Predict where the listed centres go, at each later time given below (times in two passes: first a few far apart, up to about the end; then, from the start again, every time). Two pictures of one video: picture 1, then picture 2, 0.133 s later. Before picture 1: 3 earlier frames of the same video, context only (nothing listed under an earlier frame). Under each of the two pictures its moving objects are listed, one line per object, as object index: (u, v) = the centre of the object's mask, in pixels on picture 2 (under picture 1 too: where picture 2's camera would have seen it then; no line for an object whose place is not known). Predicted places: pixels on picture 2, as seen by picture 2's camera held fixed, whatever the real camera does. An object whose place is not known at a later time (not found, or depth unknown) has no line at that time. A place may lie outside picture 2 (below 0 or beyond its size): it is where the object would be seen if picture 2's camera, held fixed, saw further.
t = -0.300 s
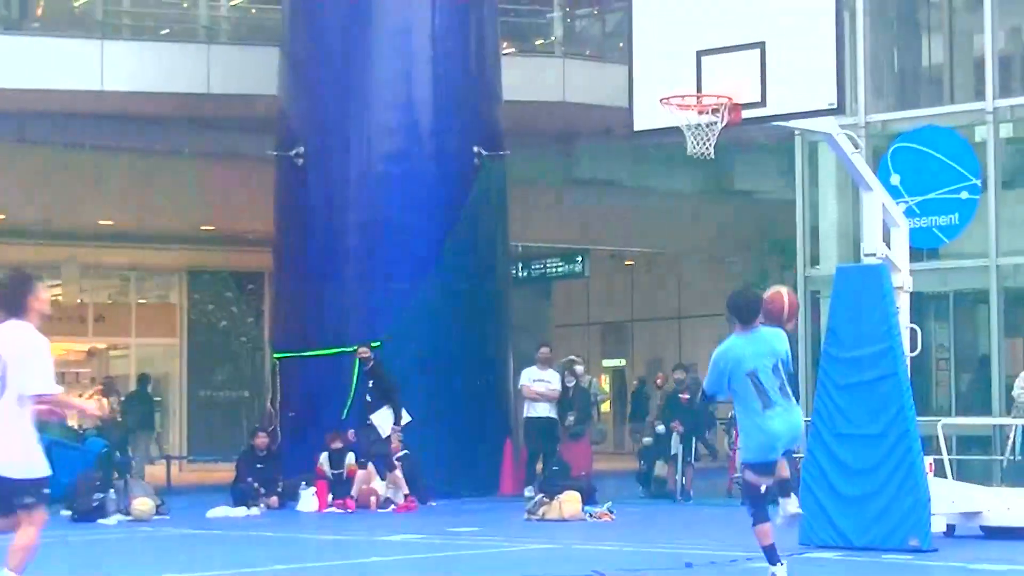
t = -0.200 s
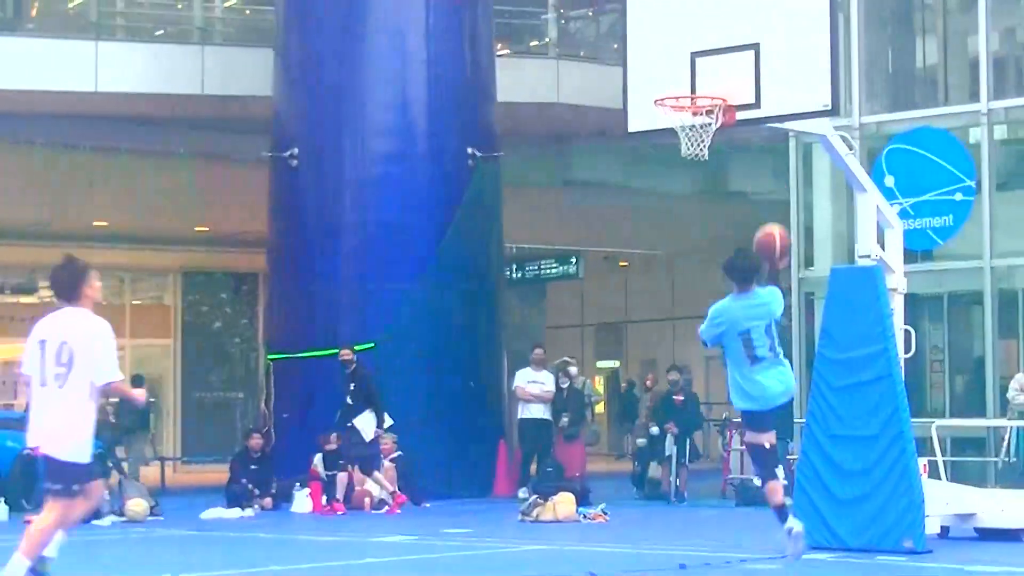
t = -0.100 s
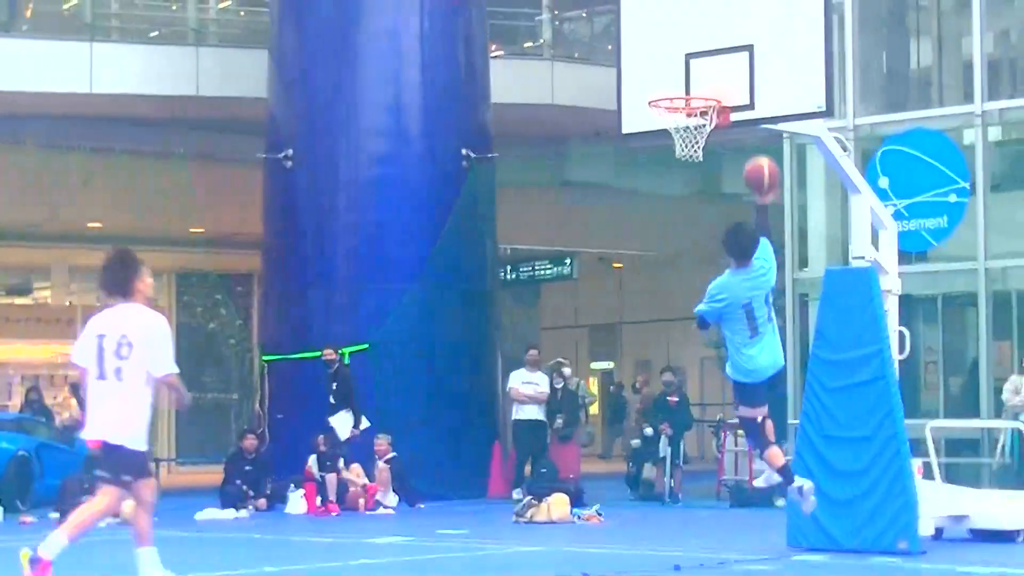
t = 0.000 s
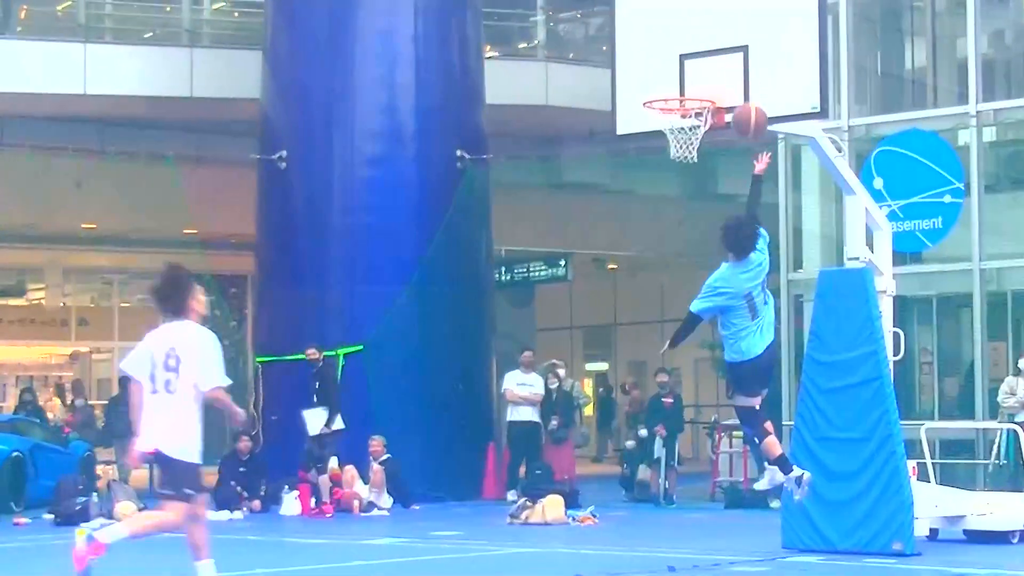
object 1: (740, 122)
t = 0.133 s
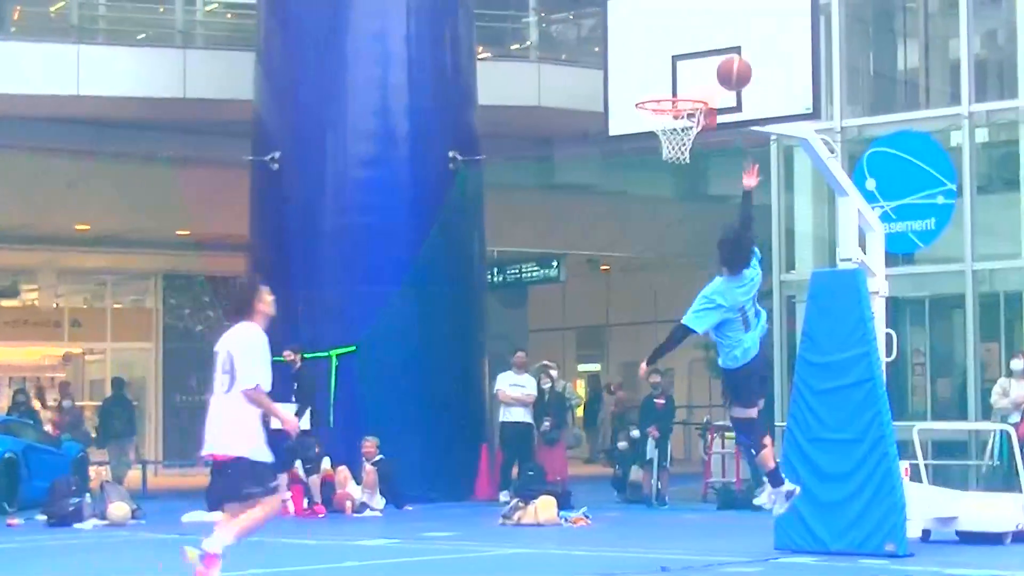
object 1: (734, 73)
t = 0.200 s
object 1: (731, 59)
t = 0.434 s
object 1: (693, 57)
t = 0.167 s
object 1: (732, 65)
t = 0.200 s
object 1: (731, 59)
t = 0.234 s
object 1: (729, 55)
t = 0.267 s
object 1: (725, 51)
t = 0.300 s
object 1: (719, 49)
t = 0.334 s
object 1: (712, 49)
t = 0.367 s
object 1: (706, 50)
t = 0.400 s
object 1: (699, 53)
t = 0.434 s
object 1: (693, 57)
